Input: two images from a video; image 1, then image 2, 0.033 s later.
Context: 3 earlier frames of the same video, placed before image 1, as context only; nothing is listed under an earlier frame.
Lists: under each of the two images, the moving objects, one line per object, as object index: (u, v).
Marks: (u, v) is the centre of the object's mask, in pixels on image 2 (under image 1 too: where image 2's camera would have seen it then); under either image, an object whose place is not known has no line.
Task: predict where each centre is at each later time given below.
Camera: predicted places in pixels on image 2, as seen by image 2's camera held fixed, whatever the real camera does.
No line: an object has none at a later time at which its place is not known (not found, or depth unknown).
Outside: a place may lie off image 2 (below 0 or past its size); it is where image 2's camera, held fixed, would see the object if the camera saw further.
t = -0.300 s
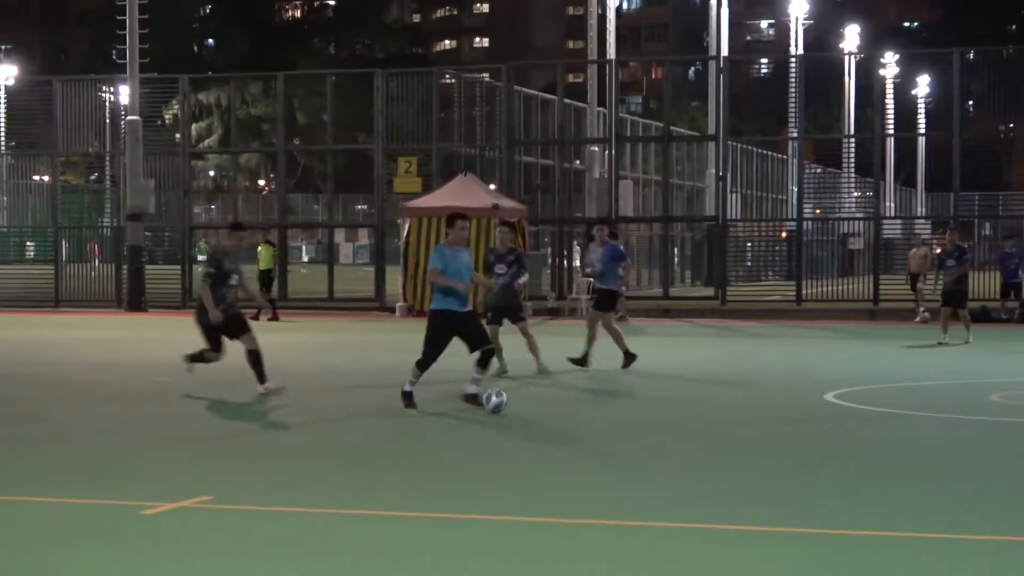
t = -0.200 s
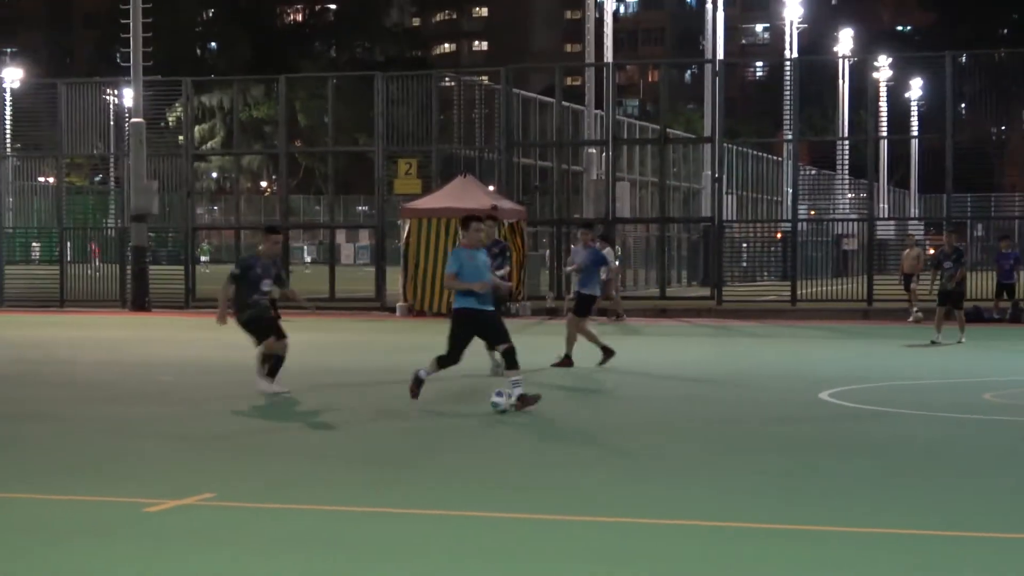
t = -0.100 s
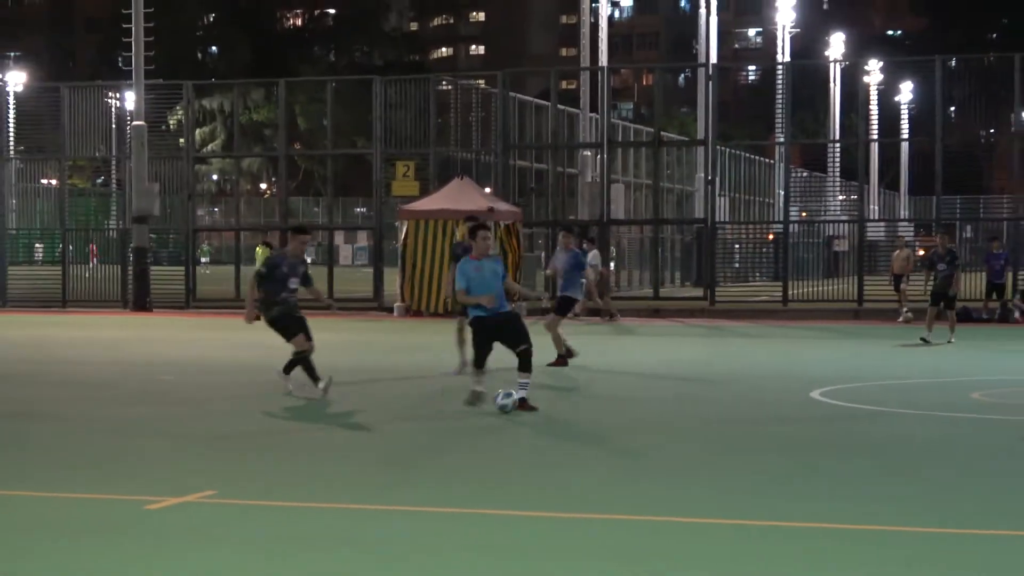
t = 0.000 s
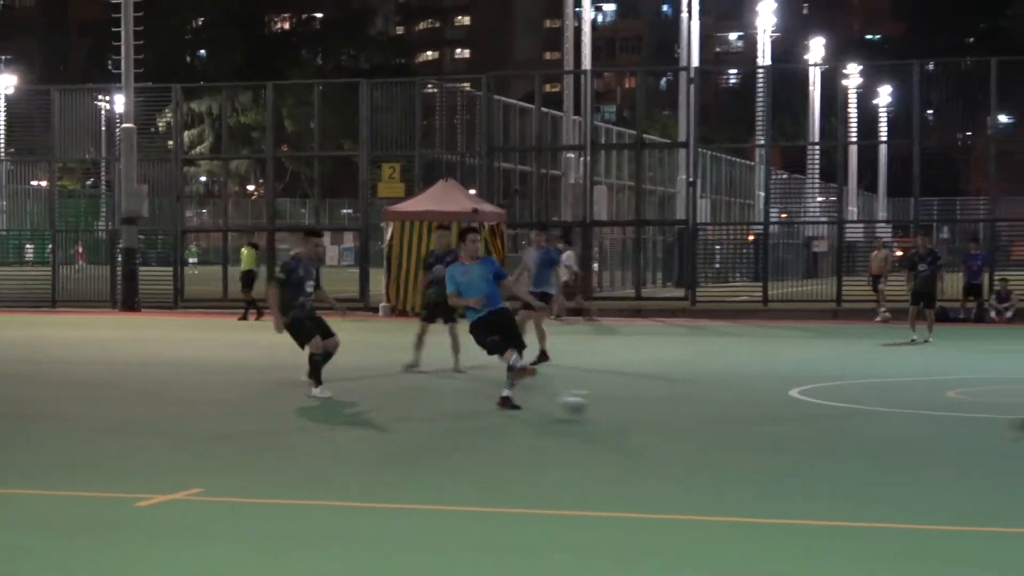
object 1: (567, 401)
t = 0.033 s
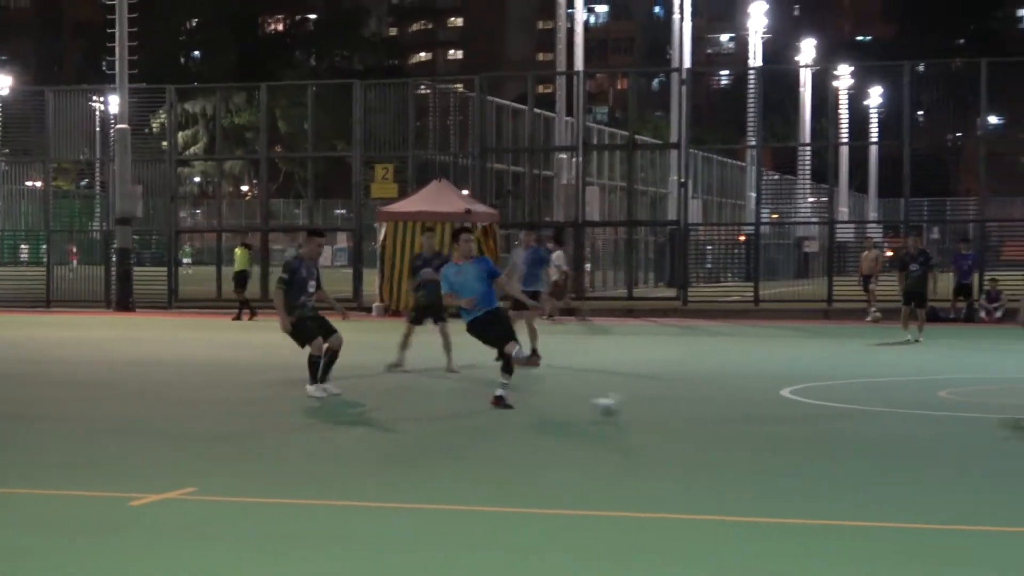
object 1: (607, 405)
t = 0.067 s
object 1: (650, 412)
